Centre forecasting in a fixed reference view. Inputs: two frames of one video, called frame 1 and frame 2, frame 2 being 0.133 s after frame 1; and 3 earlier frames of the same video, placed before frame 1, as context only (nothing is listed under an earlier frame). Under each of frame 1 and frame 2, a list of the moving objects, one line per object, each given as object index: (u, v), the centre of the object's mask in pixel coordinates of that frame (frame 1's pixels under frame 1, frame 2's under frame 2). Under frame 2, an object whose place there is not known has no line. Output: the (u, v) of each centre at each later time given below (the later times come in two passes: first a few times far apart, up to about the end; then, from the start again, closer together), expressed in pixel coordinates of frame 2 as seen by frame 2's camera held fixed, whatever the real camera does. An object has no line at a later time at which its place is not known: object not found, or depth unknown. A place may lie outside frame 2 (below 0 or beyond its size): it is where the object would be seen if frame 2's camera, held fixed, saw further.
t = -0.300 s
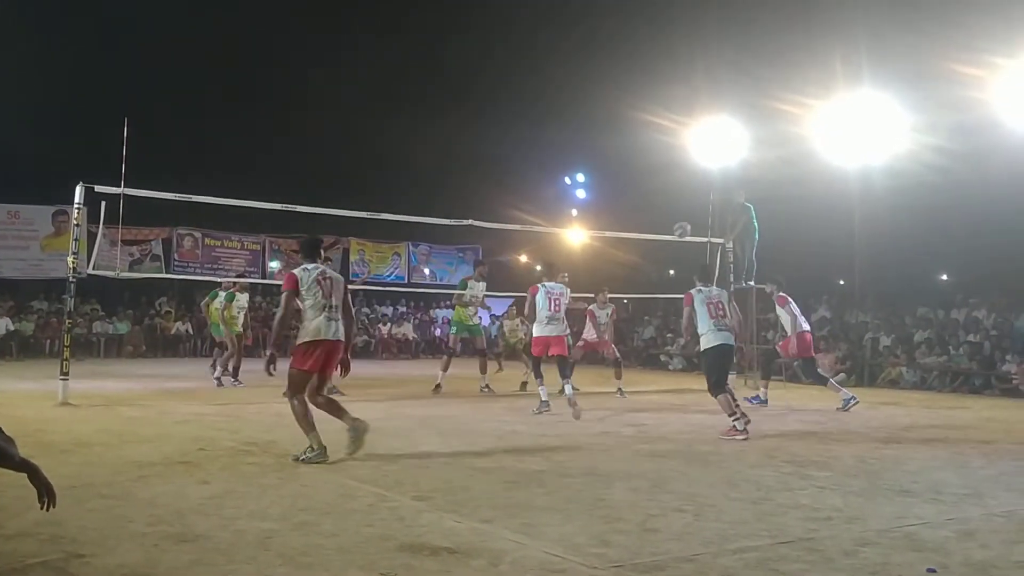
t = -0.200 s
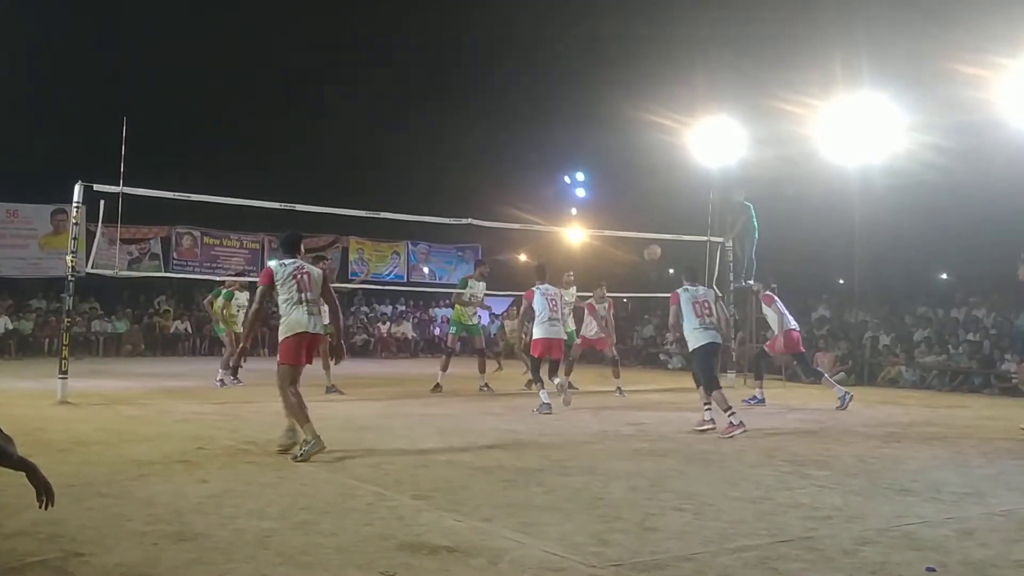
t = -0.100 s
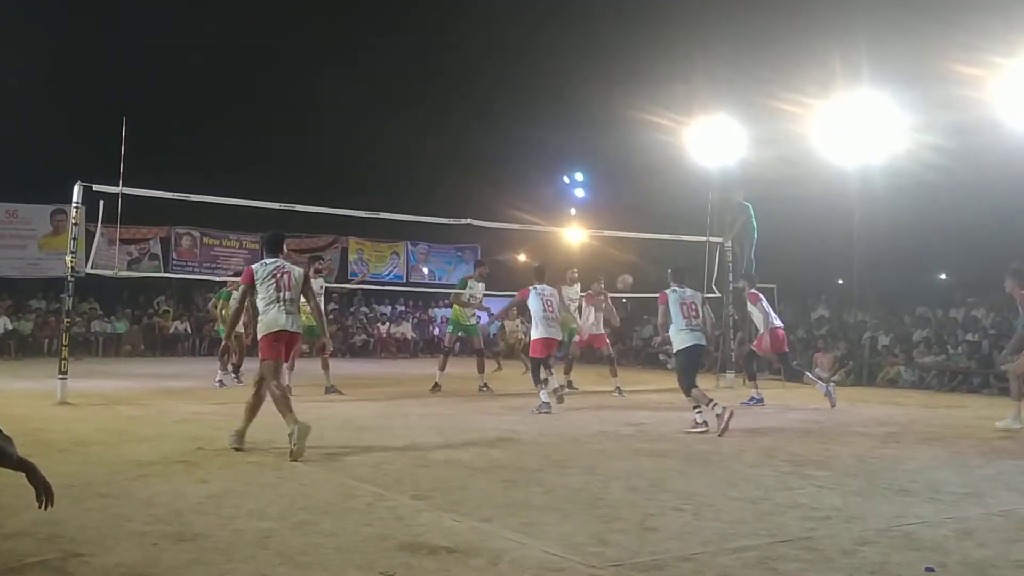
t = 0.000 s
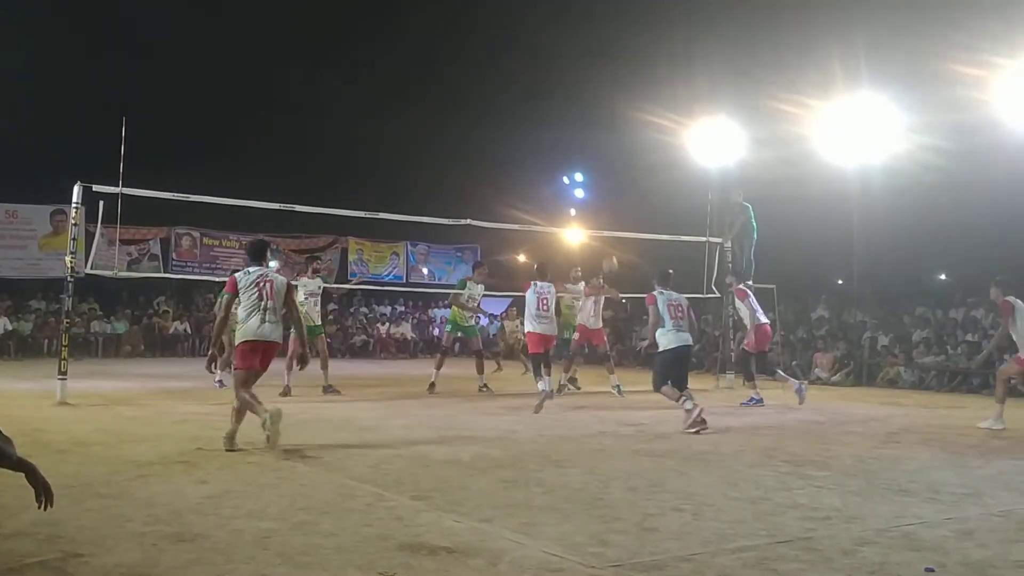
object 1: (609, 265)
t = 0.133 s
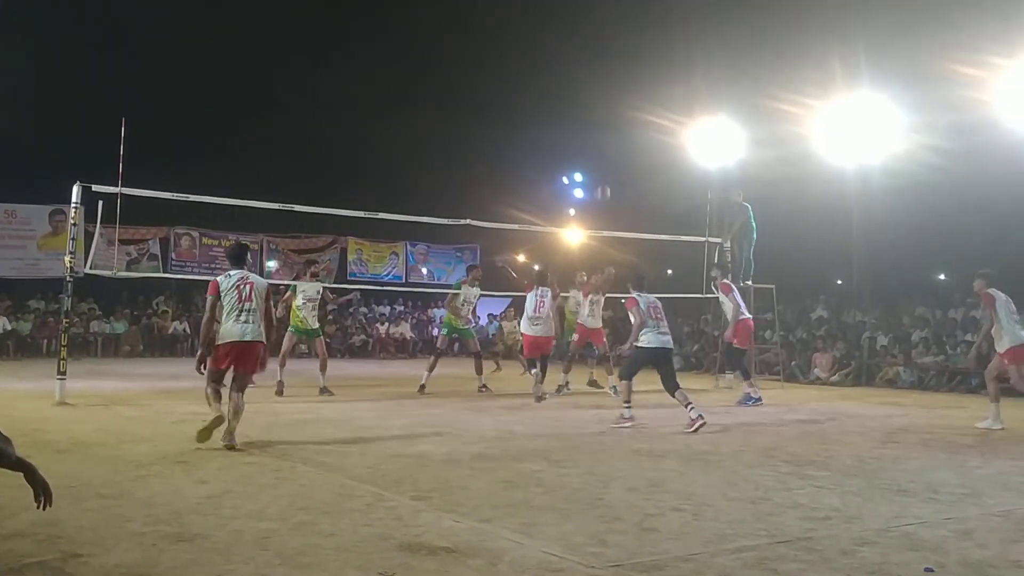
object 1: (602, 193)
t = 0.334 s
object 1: (590, 107)
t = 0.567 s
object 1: (573, 40)
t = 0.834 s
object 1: (553, 10)
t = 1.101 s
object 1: (528, 36)
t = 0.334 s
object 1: (590, 107)
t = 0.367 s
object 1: (588, 95)
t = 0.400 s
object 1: (585, 84)
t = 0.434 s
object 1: (583, 74)
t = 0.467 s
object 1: (581, 64)
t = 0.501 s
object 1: (578, 55)
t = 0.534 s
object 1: (576, 47)
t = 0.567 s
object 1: (573, 40)
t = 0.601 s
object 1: (571, 33)
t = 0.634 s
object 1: (569, 28)
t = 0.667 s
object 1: (566, 22)
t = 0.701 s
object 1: (564, 18)
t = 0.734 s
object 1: (561, 15)
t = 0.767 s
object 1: (558, 12)
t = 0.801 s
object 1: (555, 11)
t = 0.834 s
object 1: (553, 10)
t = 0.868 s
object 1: (549, 10)
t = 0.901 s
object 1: (547, 11)
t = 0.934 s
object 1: (544, 13)
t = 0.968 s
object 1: (541, 15)
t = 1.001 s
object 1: (537, 19)
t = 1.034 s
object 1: (534, 24)
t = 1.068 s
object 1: (532, 29)
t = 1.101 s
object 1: (528, 36)
